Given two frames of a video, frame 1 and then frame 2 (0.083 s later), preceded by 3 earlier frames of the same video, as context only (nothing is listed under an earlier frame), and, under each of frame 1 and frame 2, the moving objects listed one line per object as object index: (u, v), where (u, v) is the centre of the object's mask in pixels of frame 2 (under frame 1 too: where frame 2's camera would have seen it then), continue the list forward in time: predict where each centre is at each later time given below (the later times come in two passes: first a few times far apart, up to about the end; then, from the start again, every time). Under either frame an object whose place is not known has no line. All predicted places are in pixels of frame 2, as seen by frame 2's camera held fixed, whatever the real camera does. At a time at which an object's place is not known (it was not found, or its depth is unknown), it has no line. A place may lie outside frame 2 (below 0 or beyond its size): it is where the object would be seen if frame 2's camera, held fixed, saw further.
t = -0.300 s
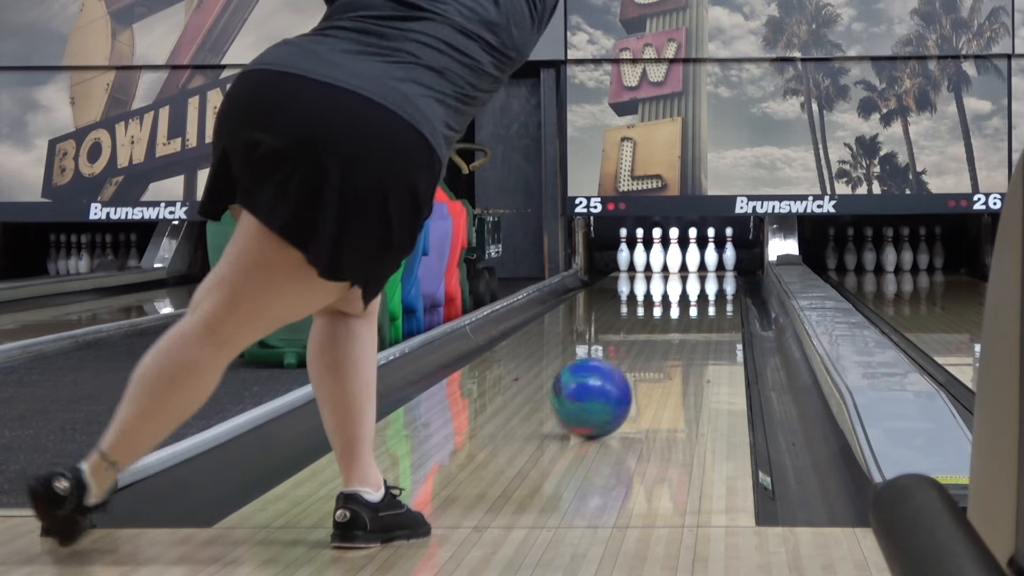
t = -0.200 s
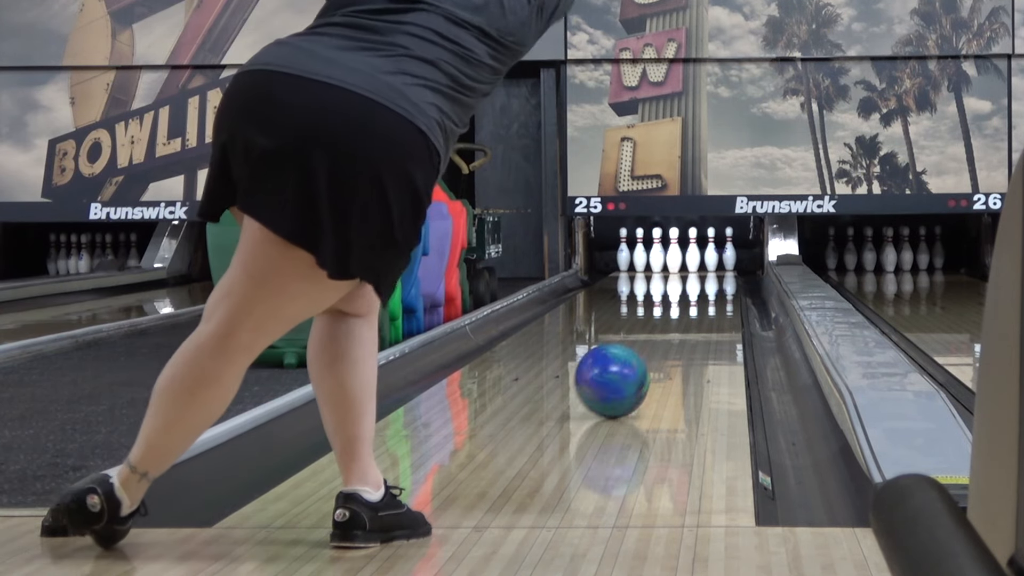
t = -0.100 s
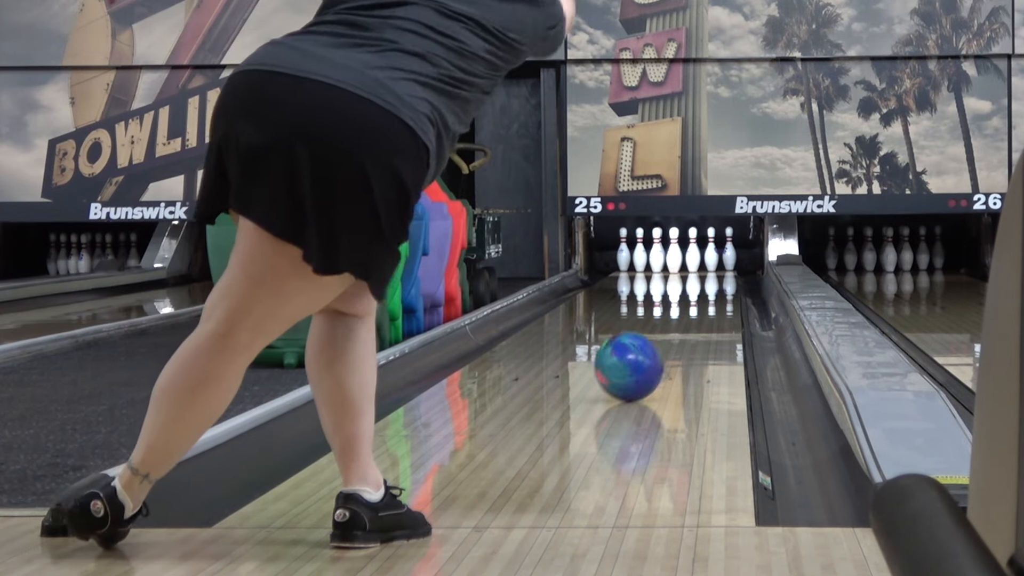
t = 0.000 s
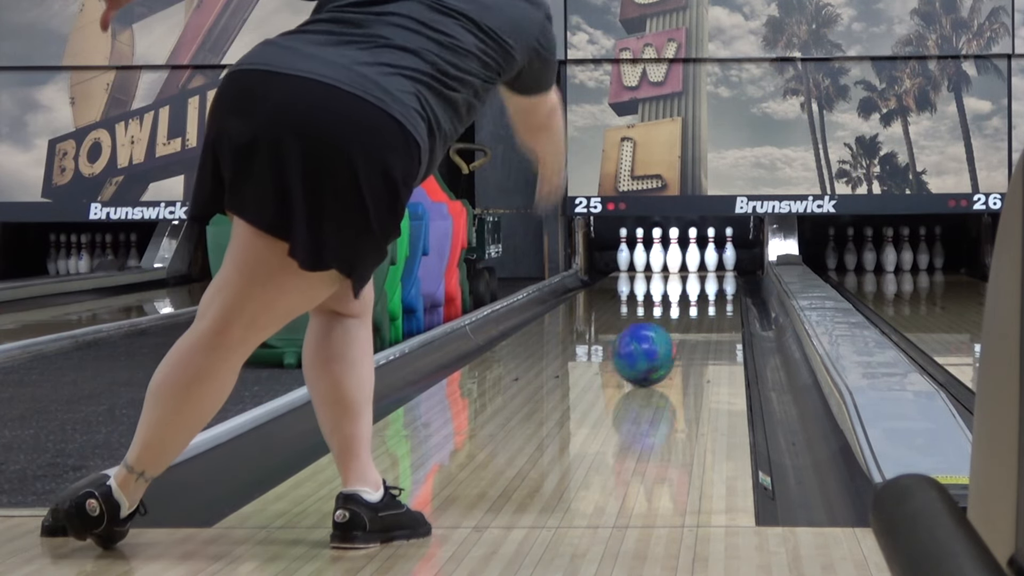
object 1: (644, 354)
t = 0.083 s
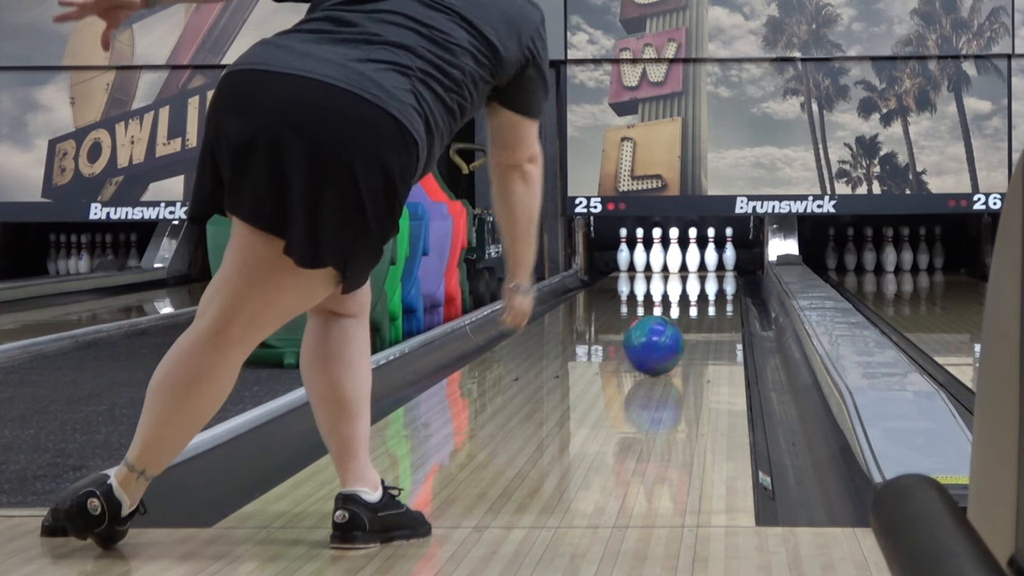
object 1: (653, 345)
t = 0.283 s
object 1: (674, 328)
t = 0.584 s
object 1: (695, 308)
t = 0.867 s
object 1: (708, 294)
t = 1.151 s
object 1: (716, 284)
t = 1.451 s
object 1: (719, 276)
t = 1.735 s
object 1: (714, 270)
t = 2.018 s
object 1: (700, 265)
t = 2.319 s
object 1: (683, 261)
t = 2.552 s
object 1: (676, 259)
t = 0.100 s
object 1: (655, 343)
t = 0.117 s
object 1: (658, 342)
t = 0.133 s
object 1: (659, 341)
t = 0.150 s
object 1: (661, 339)
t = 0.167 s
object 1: (663, 338)
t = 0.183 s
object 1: (665, 336)
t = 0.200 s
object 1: (666, 334)
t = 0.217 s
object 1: (668, 333)
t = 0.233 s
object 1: (669, 332)
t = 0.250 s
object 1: (671, 330)
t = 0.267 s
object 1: (672, 329)
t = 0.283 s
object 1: (674, 328)
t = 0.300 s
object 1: (675, 327)
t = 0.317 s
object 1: (677, 325)
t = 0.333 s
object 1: (678, 324)
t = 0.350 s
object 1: (679, 323)
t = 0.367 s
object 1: (681, 322)
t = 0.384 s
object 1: (682, 321)
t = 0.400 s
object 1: (683, 320)
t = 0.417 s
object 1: (685, 318)
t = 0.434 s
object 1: (686, 317)
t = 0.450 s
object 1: (687, 316)
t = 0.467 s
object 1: (688, 315)
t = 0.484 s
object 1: (689, 314)
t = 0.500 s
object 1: (690, 313)
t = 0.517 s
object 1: (691, 312)
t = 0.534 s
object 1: (692, 311)
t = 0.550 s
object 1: (693, 310)
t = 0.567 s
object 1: (694, 310)
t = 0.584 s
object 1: (695, 308)
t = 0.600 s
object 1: (696, 307)
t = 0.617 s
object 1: (697, 307)
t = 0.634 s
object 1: (698, 306)
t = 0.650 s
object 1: (699, 305)
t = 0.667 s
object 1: (699, 304)
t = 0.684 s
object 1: (700, 303)
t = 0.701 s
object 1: (701, 302)
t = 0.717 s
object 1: (702, 301)
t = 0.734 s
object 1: (703, 300)
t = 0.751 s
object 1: (704, 299)
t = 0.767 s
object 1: (704, 298)
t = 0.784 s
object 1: (705, 298)
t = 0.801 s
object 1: (706, 297)
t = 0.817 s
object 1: (706, 296)
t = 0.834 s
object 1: (707, 296)
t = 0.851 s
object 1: (708, 295)
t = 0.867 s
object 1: (708, 294)
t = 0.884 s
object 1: (709, 294)
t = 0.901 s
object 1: (709, 293)
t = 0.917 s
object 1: (710, 292)
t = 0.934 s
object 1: (711, 292)
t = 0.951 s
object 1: (711, 291)
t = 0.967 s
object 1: (712, 291)
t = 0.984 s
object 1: (712, 290)
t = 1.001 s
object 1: (713, 290)
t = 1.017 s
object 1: (713, 289)
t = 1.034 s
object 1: (714, 288)
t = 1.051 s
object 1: (714, 287)
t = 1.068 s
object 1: (714, 287)
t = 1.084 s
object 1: (715, 286)
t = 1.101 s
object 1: (715, 286)
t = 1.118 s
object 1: (716, 285)
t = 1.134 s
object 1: (716, 285)
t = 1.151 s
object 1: (716, 284)
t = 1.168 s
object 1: (716, 284)
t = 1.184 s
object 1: (717, 284)
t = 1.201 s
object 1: (717, 283)
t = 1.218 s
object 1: (717, 282)
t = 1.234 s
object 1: (718, 281)
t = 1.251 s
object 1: (718, 281)
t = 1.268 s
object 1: (718, 281)
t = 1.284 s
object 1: (718, 280)
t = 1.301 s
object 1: (718, 280)
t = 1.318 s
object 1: (719, 279)
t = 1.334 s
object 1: (719, 279)
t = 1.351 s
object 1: (719, 278)
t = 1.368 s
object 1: (719, 278)
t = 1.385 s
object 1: (719, 278)
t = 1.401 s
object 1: (719, 277)
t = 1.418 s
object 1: (719, 277)
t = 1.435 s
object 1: (720, 276)
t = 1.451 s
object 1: (719, 276)
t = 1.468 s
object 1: (719, 275)
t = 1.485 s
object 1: (719, 275)
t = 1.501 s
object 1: (719, 275)
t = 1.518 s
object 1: (719, 274)
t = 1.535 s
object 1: (719, 274)
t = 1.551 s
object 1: (719, 273)
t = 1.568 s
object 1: (718, 273)
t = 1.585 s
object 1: (718, 273)
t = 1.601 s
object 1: (718, 272)
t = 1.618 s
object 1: (717, 272)
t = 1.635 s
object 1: (717, 272)
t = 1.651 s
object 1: (717, 271)
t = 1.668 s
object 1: (716, 271)
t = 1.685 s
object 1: (716, 271)
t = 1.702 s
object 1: (715, 270)
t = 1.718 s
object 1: (715, 270)
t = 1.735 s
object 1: (714, 270)
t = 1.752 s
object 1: (714, 270)
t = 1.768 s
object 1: (713, 269)
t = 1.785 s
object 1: (713, 269)
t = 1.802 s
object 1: (712, 269)
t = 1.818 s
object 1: (711, 268)
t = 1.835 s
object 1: (711, 268)
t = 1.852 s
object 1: (710, 268)
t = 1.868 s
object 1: (709, 267)
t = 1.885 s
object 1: (708, 267)
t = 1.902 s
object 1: (707, 267)
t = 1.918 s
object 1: (706, 267)
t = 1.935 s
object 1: (705, 267)
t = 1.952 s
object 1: (704, 266)
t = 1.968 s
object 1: (703, 266)
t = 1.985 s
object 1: (702, 266)
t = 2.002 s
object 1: (701, 266)
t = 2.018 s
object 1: (700, 265)
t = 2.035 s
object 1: (699, 265)
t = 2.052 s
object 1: (698, 265)
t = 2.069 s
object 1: (697, 265)
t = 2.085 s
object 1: (696, 265)
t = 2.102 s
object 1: (695, 265)
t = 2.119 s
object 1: (694, 264)
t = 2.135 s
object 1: (693, 264)
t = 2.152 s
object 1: (692, 264)
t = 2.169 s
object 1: (691, 264)
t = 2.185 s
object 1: (690, 263)
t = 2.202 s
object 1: (690, 263)
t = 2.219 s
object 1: (688, 263)
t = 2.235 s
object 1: (687, 263)
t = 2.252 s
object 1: (686, 262)
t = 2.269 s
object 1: (685, 262)
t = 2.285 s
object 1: (684, 262)
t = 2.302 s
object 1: (683, 262)
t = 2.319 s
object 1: (683, 261)
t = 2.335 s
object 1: (682, 261)
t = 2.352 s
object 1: (681, 261)
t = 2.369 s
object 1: (680, 261)
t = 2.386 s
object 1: (680, 260)
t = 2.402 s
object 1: (680, 261)
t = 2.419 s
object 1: (680, 260)
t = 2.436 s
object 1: (680, 260)
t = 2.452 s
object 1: (679, 260)
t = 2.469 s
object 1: (678, 260)
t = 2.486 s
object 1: (678, 260)
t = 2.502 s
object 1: (677, 260)
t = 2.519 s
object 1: (677, 260)
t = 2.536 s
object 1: (676, 259)
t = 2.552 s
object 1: (676, 259)
